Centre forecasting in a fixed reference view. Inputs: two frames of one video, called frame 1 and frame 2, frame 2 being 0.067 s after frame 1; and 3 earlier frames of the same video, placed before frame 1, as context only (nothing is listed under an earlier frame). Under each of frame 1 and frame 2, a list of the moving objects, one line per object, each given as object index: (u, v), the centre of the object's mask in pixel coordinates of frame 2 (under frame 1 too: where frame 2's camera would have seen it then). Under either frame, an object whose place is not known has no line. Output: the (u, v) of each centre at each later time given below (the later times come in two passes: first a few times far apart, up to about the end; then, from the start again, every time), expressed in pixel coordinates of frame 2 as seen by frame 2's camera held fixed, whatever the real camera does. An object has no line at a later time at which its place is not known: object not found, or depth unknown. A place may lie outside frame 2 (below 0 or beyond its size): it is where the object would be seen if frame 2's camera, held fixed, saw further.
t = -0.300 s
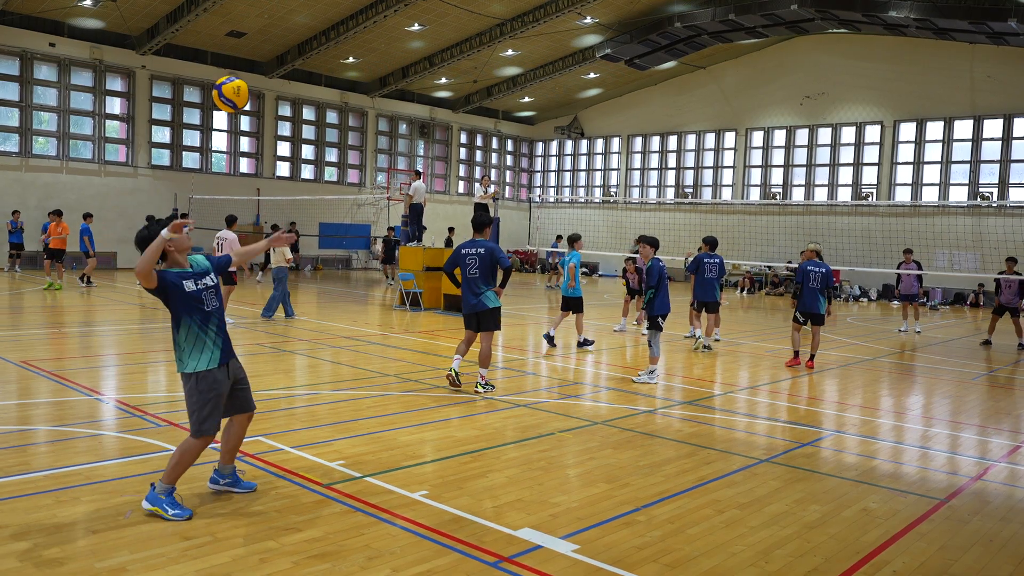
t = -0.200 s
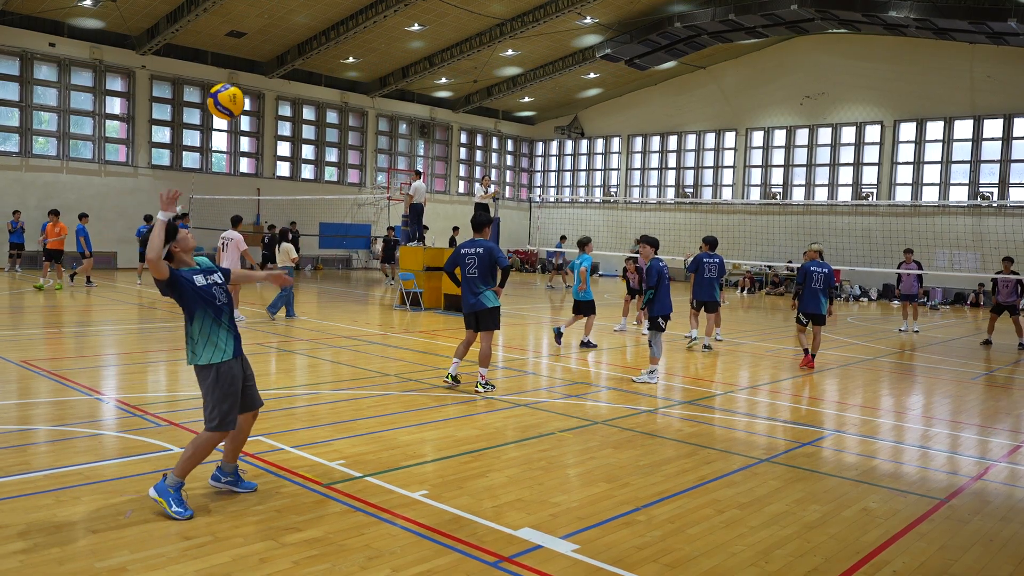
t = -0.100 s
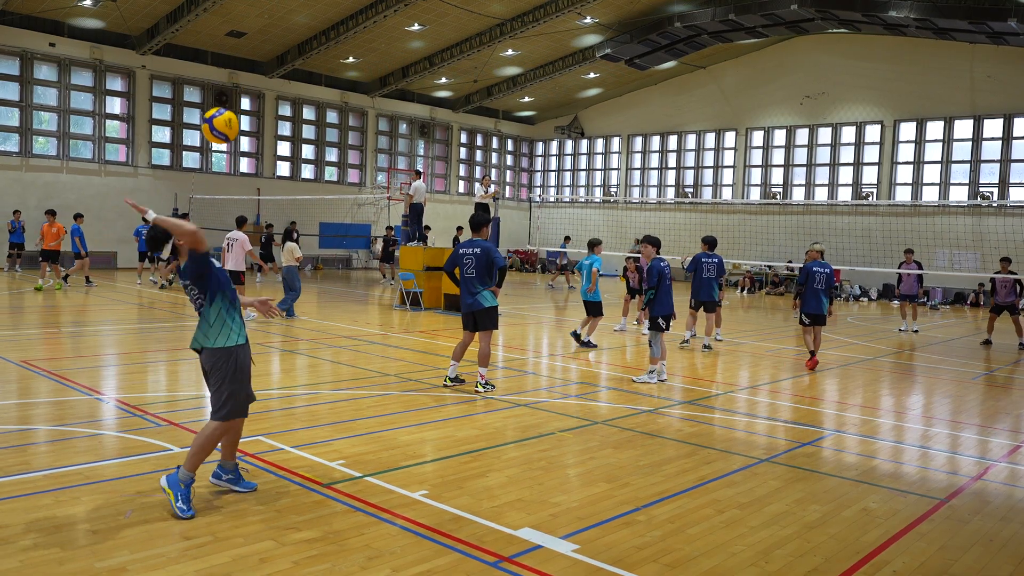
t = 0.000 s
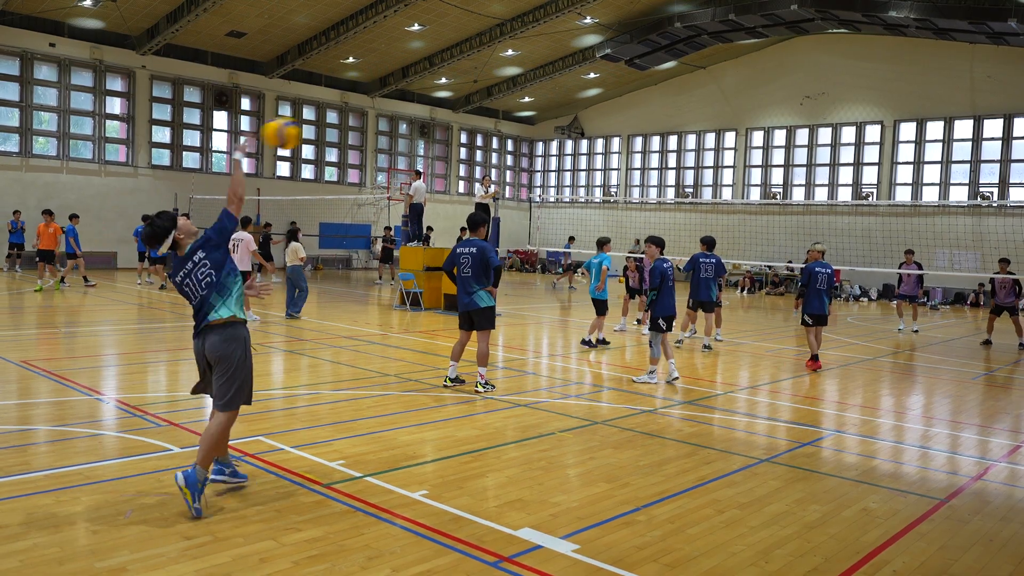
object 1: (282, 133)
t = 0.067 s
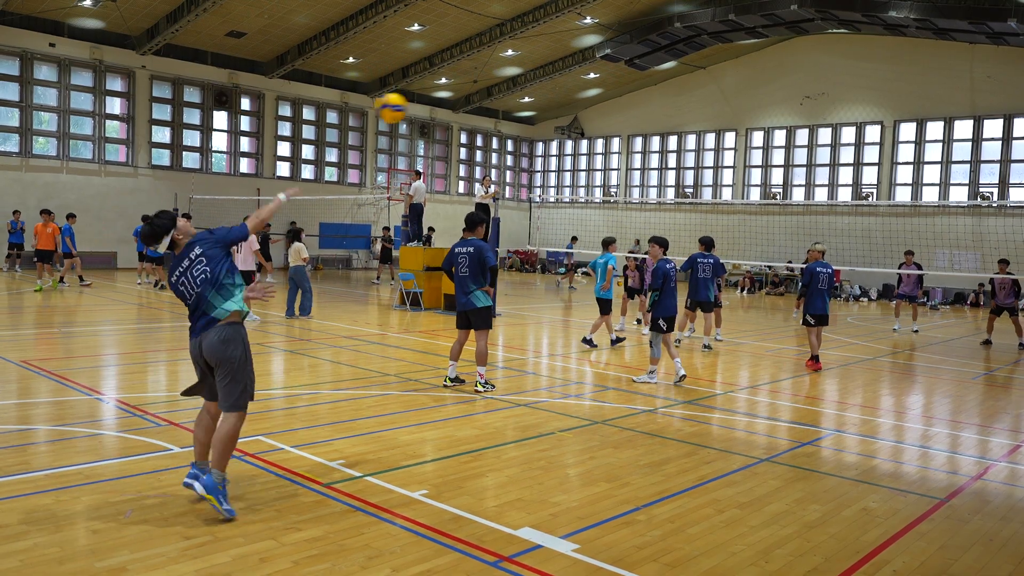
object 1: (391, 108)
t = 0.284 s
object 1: (606, 93)
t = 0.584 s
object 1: (747, 146)
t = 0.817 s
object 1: (807, 209)
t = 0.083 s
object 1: (414, 103)
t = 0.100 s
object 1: (436, 99)
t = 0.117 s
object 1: (456, 97)
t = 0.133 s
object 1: (474, 95)
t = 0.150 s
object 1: (492, 93)
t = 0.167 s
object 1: (510, 91)
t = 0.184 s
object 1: (526, 90)
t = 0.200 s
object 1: (541, 90)
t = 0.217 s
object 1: (555, 90)
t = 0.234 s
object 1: (569, 91)
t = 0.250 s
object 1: (582, 91)
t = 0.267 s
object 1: (594, 92)
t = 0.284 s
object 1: (606, 93)
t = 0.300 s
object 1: (617, 94)
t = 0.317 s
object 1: (628, 96)
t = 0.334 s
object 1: (638, 98)
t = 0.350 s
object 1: (647, 100)
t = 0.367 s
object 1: (656, 102)
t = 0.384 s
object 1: (665, 105)
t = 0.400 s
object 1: (674, 108)
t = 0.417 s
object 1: (682, 110)
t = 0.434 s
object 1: (690, 114)
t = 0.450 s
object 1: (697, 117)
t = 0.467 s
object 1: (704, 120)
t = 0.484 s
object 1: (712, 124)
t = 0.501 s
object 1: (718, 127)
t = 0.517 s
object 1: (724, 130)
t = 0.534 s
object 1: (730, 134)
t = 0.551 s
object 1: (737, 138)
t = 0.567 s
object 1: (742, 142)
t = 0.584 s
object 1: (747, 146)
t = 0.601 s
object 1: (753, 150)
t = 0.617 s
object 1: (757, 155)
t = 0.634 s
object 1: (763, 159)
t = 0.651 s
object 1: (768, 162)
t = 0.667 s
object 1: (772, 167)
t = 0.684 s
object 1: (777, 171)
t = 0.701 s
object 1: (781, 177)
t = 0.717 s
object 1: (785, 181)
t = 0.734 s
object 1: (789, 185)
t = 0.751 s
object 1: (792, 190)
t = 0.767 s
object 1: (796, 194)
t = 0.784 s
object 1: (800, 197)
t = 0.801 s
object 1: (803, 205)
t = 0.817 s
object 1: (807, 209)
